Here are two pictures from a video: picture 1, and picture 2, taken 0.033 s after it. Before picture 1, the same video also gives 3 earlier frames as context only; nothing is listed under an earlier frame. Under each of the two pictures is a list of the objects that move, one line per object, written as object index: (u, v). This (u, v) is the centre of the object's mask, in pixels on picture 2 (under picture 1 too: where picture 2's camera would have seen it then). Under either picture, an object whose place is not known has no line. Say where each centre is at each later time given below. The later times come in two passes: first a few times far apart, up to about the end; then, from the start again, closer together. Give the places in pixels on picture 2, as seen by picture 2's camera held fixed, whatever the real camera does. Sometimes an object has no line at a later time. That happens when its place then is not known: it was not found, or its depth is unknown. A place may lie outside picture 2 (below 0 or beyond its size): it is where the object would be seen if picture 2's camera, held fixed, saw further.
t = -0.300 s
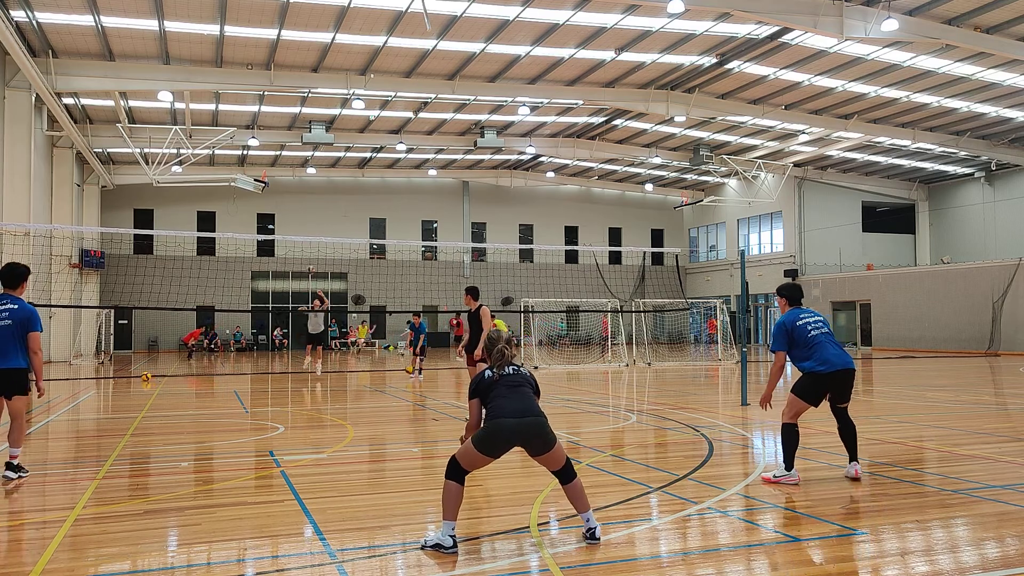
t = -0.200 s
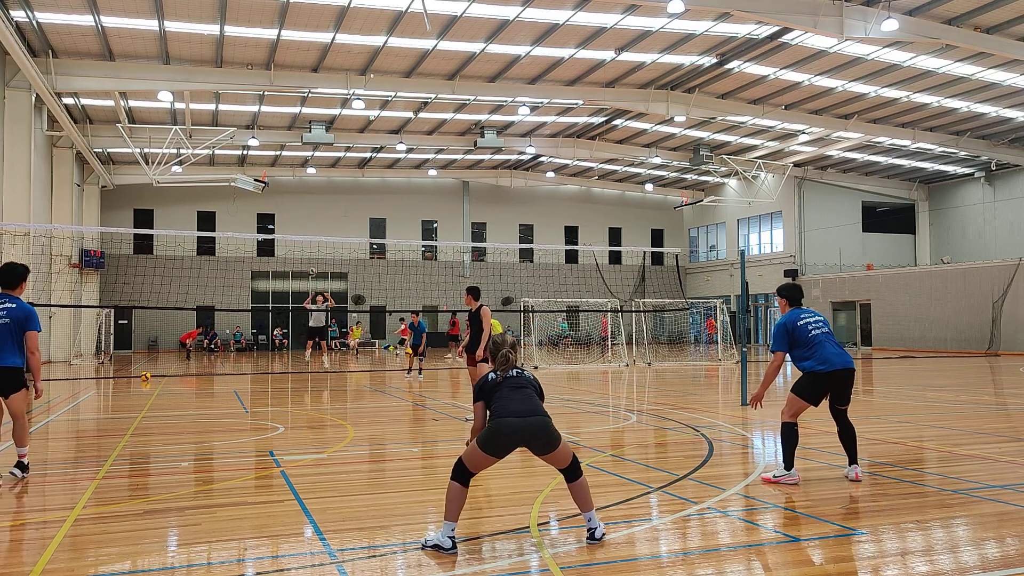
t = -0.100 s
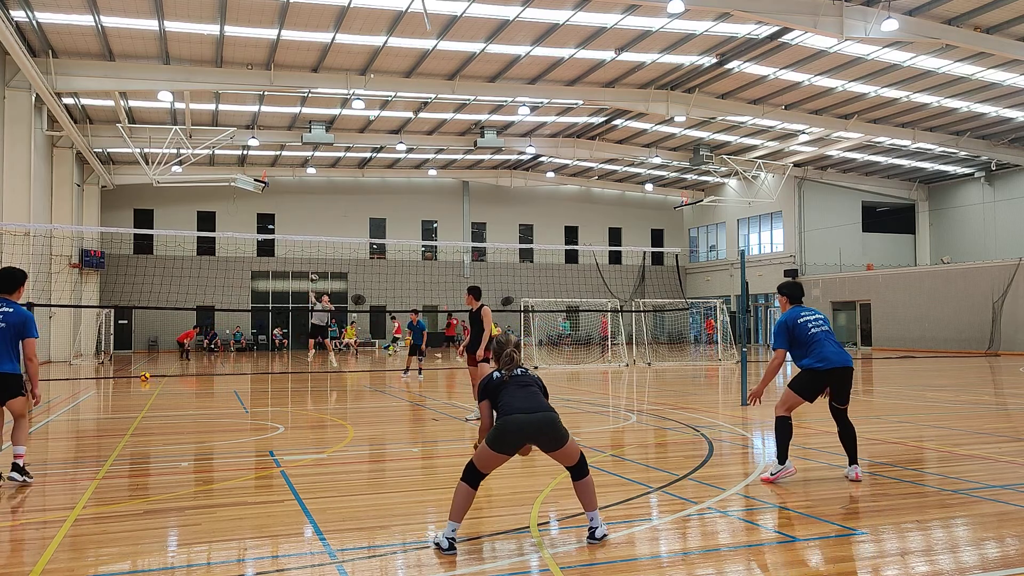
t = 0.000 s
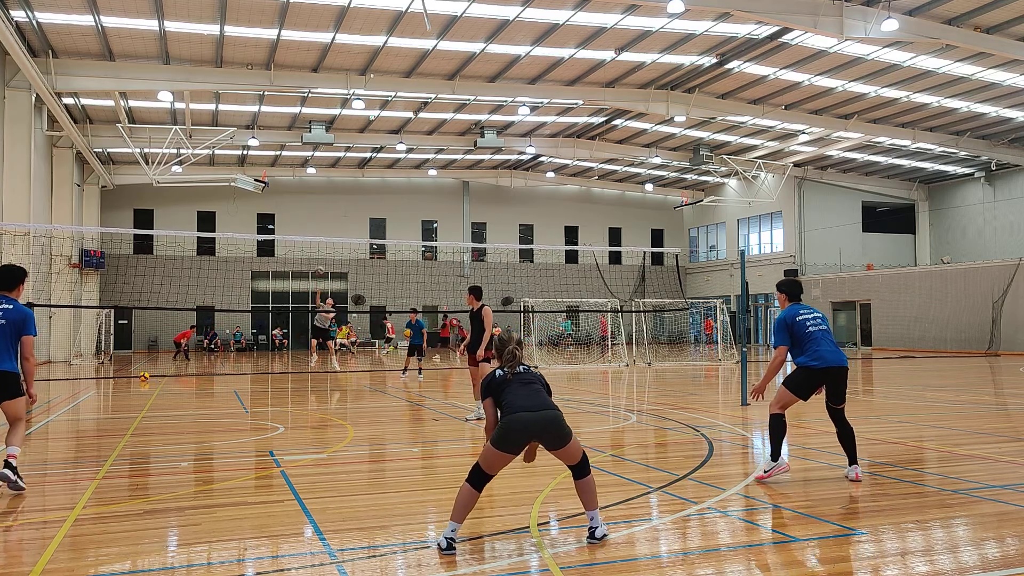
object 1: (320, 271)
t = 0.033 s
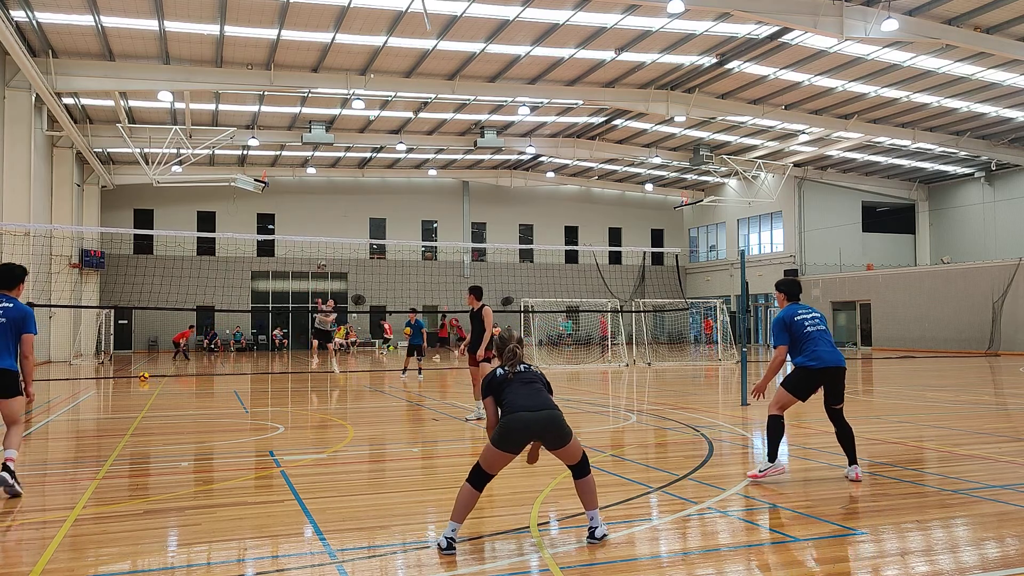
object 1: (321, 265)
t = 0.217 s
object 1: (337, 234)
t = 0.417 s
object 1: (362, 214)
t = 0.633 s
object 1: (402, 216)
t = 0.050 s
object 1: (323, 262)
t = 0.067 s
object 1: (324, 260)
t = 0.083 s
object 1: (325, 257)
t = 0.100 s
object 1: (327, 254)
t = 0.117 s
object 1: (328, 252)
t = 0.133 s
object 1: (329, 250)
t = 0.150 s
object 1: (331, 247)
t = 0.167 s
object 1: (332, 245)
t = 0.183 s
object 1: (335, 244)
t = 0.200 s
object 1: (337, 240)
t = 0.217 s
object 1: (337, 234)
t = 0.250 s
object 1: (341, 232)
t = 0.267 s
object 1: (343, 229)
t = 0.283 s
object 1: (345, 227)
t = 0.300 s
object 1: (347, 225)
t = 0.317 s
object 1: (349, 223)
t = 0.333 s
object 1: (351, 221)
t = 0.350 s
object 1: (353, 219)
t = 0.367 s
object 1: (355, 218)
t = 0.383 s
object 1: (357, 216)
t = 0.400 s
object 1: (359, 215)
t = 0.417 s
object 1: (362, 214)
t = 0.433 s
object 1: (364, 213)
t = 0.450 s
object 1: (367, 212)
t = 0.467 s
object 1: (369, 211)
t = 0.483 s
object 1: (372, 210)
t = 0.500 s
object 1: (375, 210)
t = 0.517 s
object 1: (378, 210)
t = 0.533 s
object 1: (381, 210)
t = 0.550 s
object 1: (384, 210)
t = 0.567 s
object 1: (387, 211)
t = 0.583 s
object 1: (391, 212)
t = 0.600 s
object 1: (394, 213)
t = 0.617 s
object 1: (398, 214)
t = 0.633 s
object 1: (402, 216)
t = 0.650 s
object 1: (406, 219)
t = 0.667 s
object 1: (410, 221)
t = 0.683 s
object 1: (416, 223)
